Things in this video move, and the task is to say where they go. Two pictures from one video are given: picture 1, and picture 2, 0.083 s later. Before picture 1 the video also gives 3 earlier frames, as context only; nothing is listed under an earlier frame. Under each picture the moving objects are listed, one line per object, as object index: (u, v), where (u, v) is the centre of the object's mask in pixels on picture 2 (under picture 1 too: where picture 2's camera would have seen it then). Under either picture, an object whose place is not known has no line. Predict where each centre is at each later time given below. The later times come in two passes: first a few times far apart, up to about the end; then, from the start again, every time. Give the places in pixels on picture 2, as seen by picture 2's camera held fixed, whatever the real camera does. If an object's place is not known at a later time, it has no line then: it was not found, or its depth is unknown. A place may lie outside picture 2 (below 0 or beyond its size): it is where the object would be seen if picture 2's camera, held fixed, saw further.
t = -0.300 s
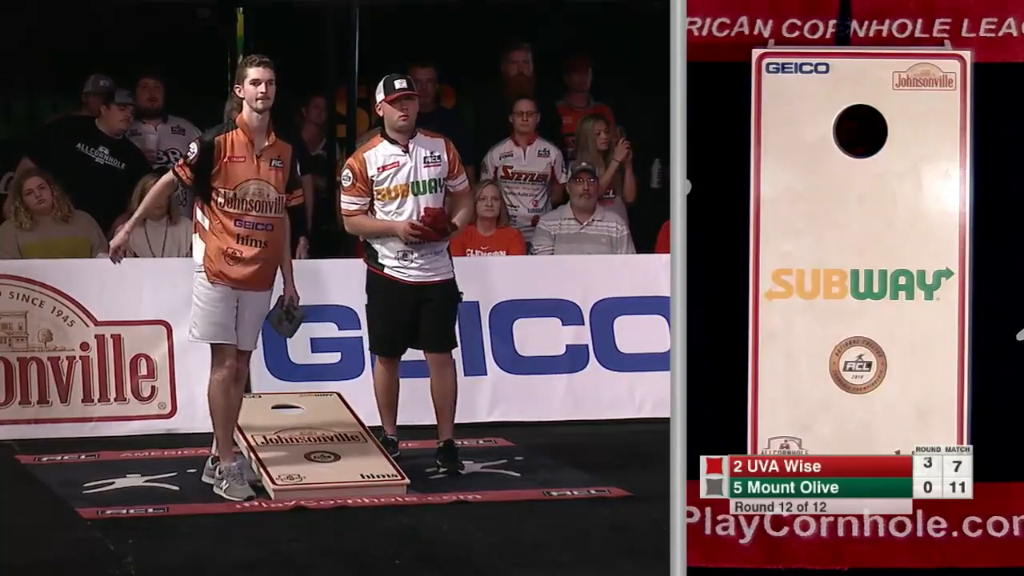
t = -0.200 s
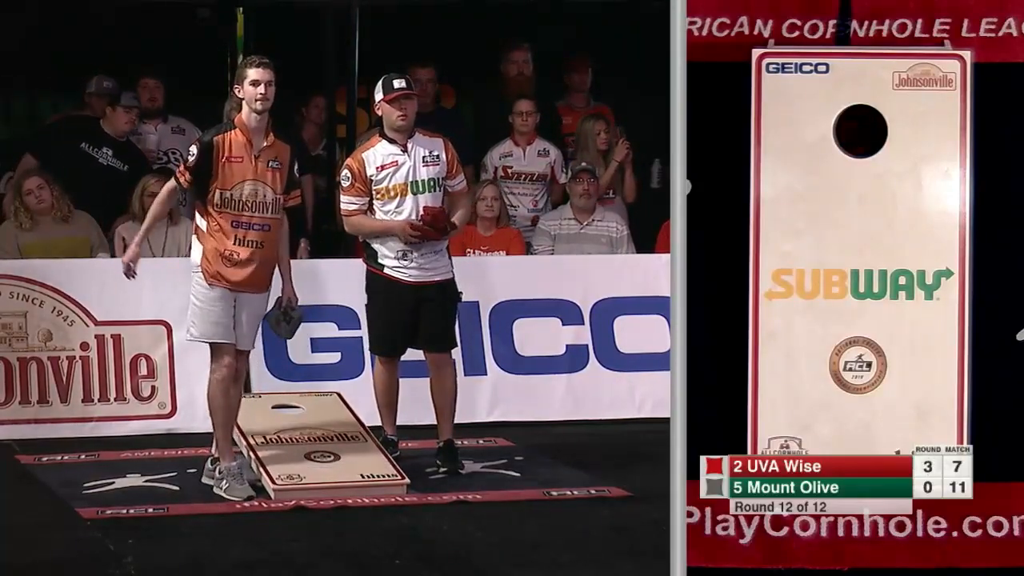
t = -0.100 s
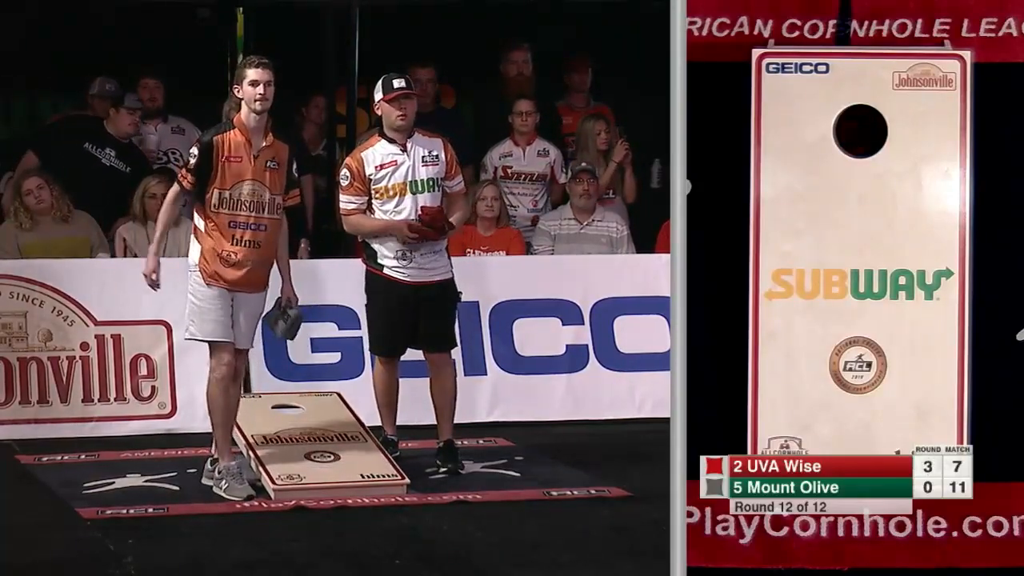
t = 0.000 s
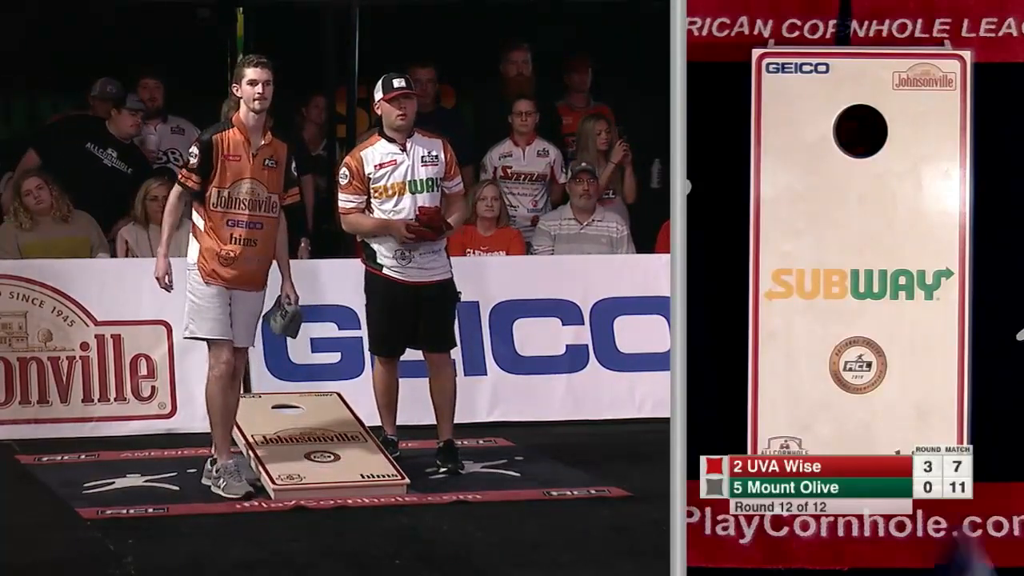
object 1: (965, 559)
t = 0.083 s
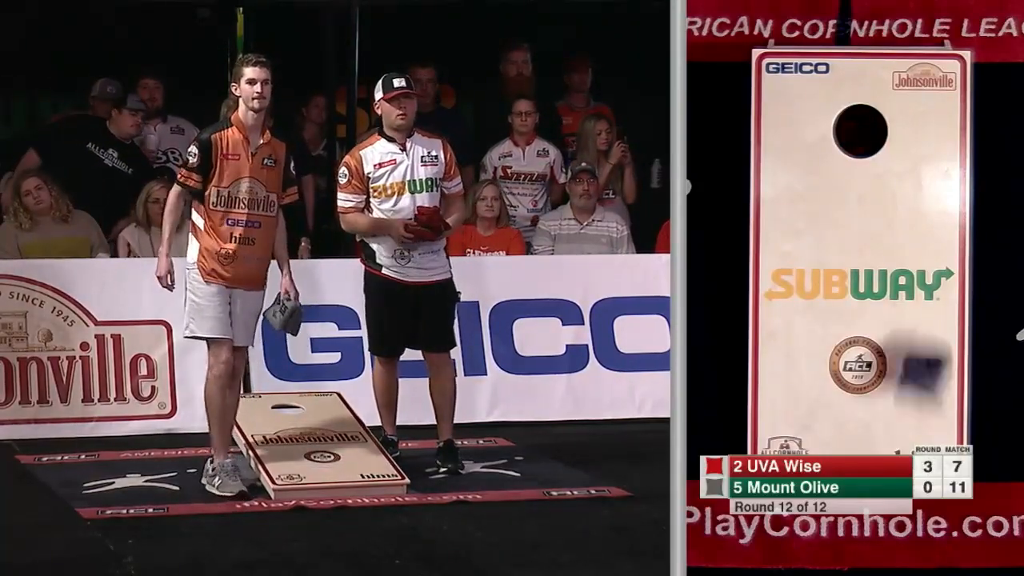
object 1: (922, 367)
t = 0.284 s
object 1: (928, 204)
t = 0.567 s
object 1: (937, 120)
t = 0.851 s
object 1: (938, 120)
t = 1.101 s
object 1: (938, 120)
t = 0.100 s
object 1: (916, 341)
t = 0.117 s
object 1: (917, 329)
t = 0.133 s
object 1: (918, 316)
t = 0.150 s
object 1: (920, 301)
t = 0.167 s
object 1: (920, 287)
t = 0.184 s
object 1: (922, 274)
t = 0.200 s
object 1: (921, 259)
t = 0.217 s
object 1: (922, 247)
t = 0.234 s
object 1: (925, 235)
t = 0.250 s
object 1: (927, 225)
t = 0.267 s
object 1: (927, 213)
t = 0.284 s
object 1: (928, 204)
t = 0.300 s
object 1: (929, 193)
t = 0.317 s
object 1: (929, 184)
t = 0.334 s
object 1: (930, 176)
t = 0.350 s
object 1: (931, 168)
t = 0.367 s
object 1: (932, 160)
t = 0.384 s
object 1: (933, 154)
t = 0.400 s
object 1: (934, 148)
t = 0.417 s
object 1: (935, 143)
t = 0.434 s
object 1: (935, 138)
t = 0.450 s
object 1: (935, 134)
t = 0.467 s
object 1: (936, 130)
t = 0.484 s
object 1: (936, 127)
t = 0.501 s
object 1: (936, 124)
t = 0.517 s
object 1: (937, 123)
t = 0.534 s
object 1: (937, 121)
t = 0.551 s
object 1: (938, 120)
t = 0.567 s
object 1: (937, 120)
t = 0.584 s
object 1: (938, 120)
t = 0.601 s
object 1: (938, 120)
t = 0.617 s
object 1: (938, 120)
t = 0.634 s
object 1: (938, 120)
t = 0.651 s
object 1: (938, 120)
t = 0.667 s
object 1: (938, 119)
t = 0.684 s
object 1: (938, 120)
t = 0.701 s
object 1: (938, 120)
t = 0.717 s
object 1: (938, 120)
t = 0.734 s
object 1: (938, 120)
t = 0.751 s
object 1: (938, 120)
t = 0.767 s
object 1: (938, 120)
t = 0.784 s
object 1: (938, 120)
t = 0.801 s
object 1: (938, 120)
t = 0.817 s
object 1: (938, 120)
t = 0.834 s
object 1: (938, 120)
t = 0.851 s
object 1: (938, 120)
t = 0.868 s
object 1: (938, 120)
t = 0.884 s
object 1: (938, 120)
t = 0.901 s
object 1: (938, 120)
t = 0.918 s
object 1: (938, 120)
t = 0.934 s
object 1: (938, 120)
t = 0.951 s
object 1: (938, 120)
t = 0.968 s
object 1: (938, 120)
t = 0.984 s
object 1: (938, 120)
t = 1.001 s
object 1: (938, 120)
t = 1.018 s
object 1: (938, 120)
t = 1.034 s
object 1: (938, 120)
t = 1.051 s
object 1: (938, 120)
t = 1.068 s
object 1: (938, 120)
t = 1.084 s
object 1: (938, 120)
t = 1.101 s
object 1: (938, 120)
